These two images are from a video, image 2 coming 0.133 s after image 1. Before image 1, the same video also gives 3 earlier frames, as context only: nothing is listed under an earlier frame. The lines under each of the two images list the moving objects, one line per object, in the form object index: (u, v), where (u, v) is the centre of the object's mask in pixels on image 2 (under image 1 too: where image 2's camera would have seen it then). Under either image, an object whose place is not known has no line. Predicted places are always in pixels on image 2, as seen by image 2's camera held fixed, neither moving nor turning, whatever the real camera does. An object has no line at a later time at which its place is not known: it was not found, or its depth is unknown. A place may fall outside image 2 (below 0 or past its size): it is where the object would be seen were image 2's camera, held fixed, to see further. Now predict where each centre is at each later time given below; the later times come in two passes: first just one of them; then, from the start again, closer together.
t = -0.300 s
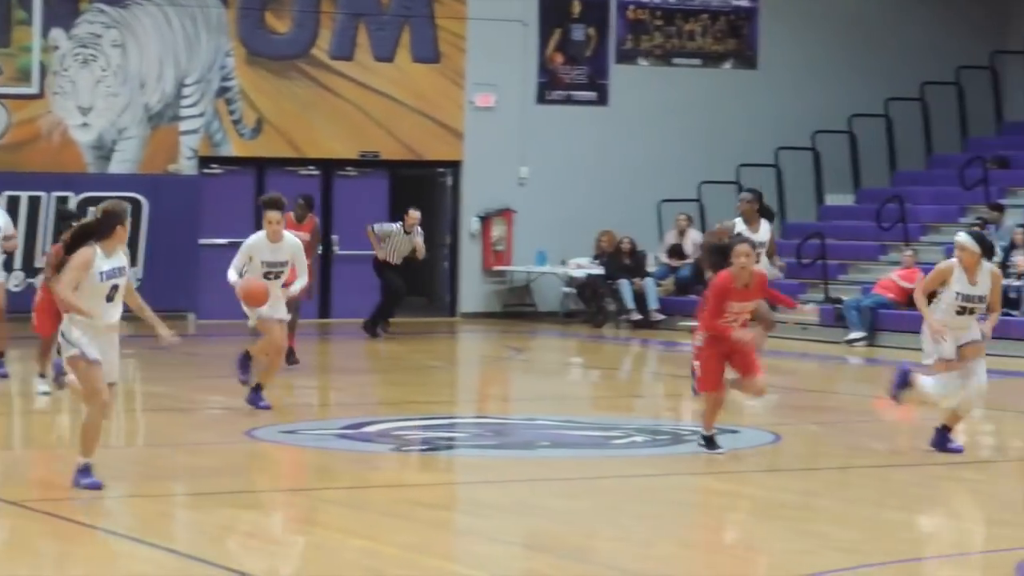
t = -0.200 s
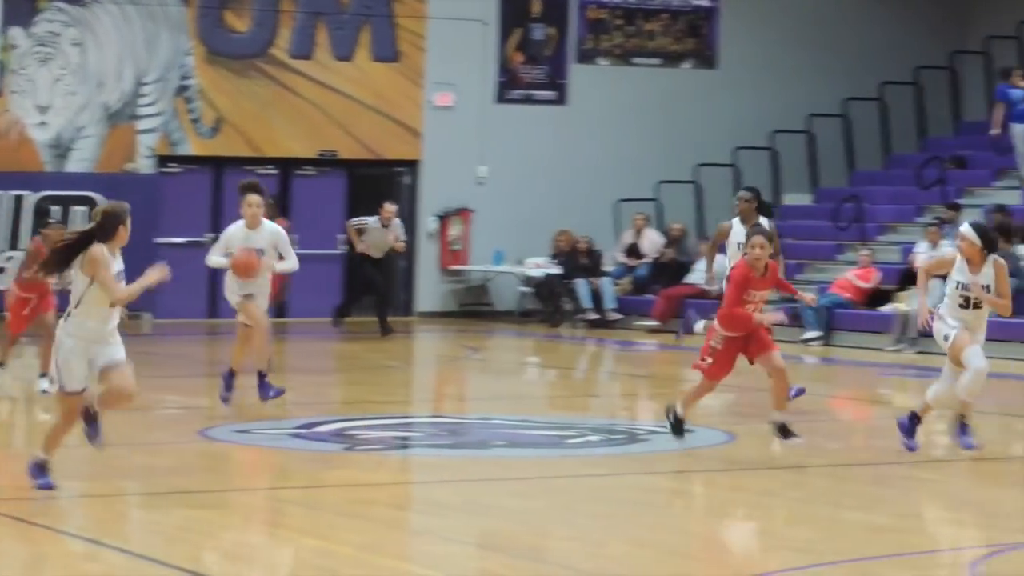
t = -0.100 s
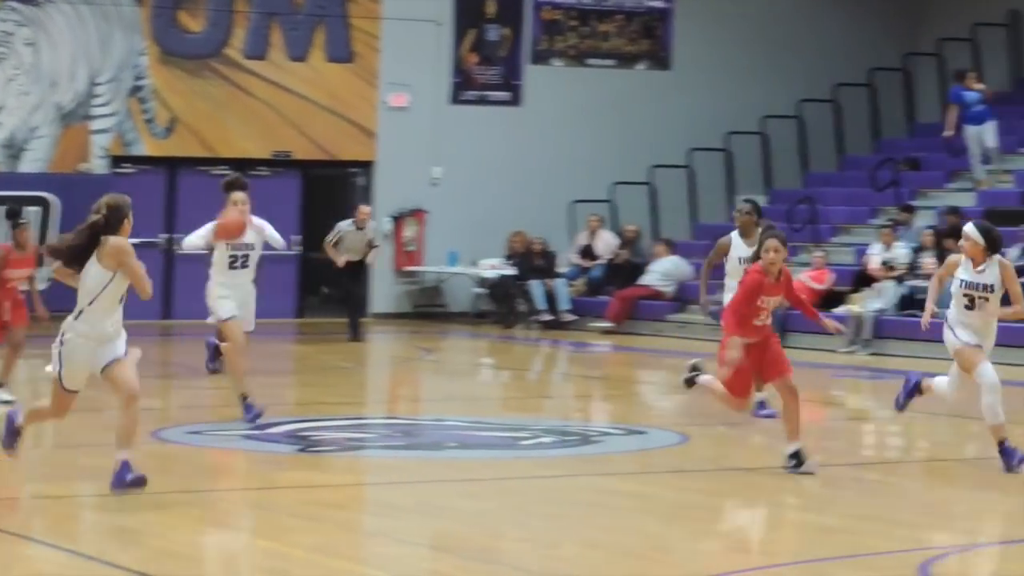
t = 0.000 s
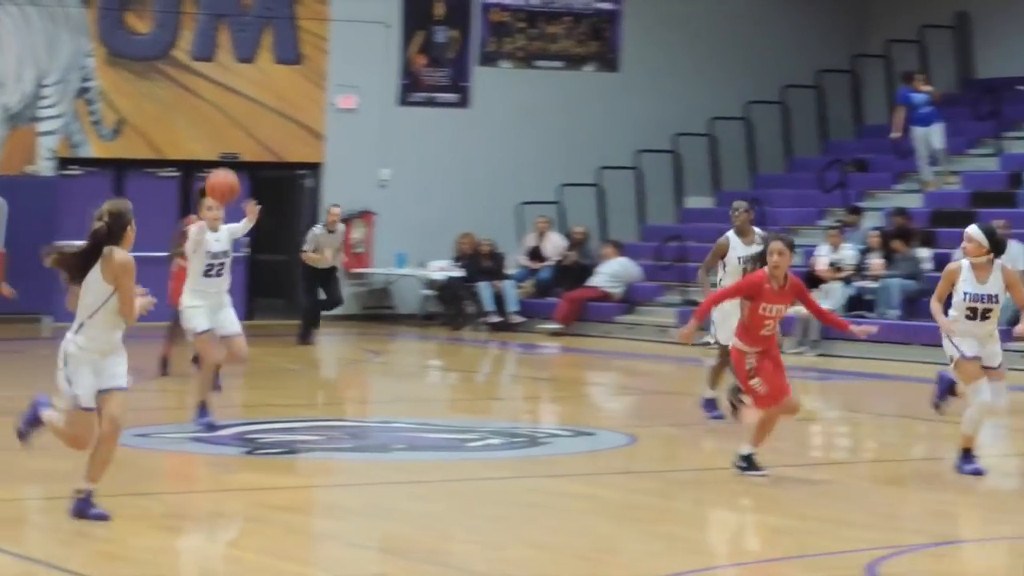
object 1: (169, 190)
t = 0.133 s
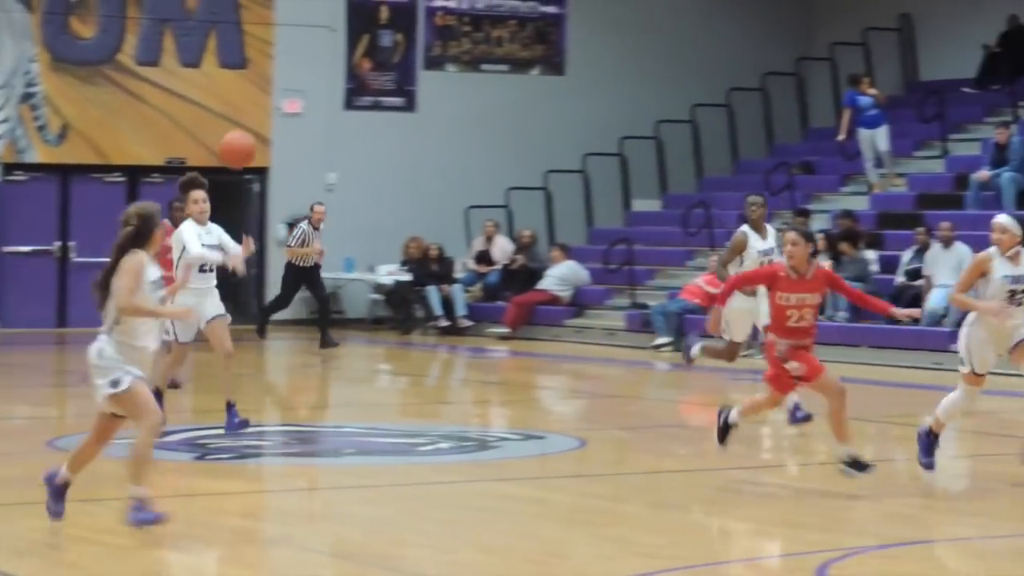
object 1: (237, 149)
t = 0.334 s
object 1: (362, 127)
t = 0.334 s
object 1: (362, 127)
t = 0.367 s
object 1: (387, 129)
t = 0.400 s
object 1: (414, 131)
